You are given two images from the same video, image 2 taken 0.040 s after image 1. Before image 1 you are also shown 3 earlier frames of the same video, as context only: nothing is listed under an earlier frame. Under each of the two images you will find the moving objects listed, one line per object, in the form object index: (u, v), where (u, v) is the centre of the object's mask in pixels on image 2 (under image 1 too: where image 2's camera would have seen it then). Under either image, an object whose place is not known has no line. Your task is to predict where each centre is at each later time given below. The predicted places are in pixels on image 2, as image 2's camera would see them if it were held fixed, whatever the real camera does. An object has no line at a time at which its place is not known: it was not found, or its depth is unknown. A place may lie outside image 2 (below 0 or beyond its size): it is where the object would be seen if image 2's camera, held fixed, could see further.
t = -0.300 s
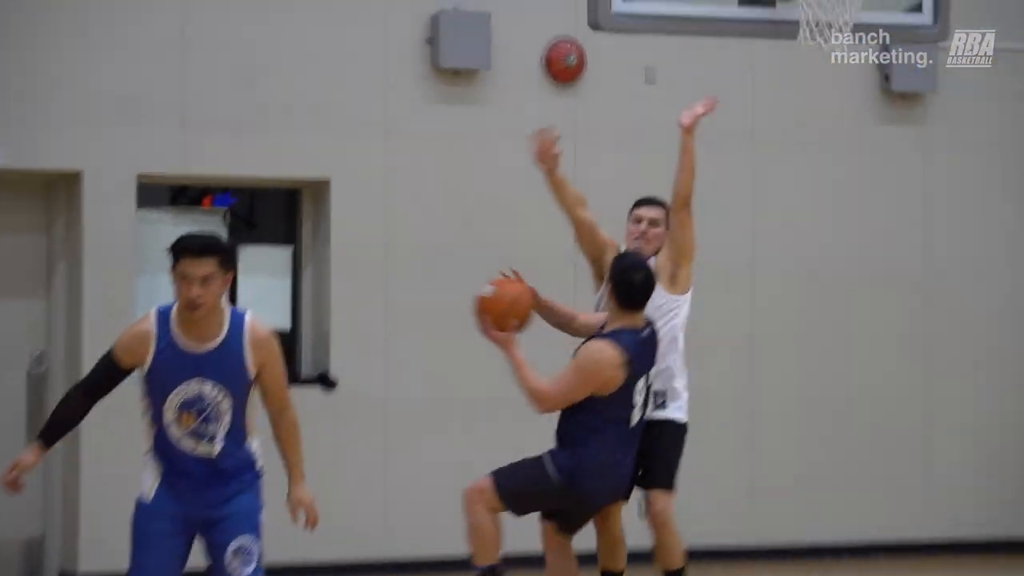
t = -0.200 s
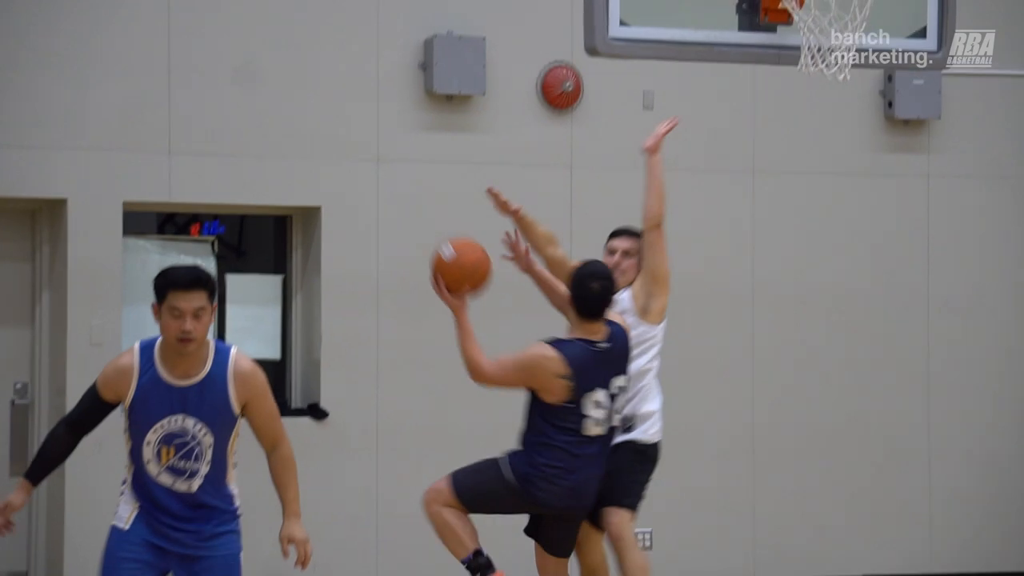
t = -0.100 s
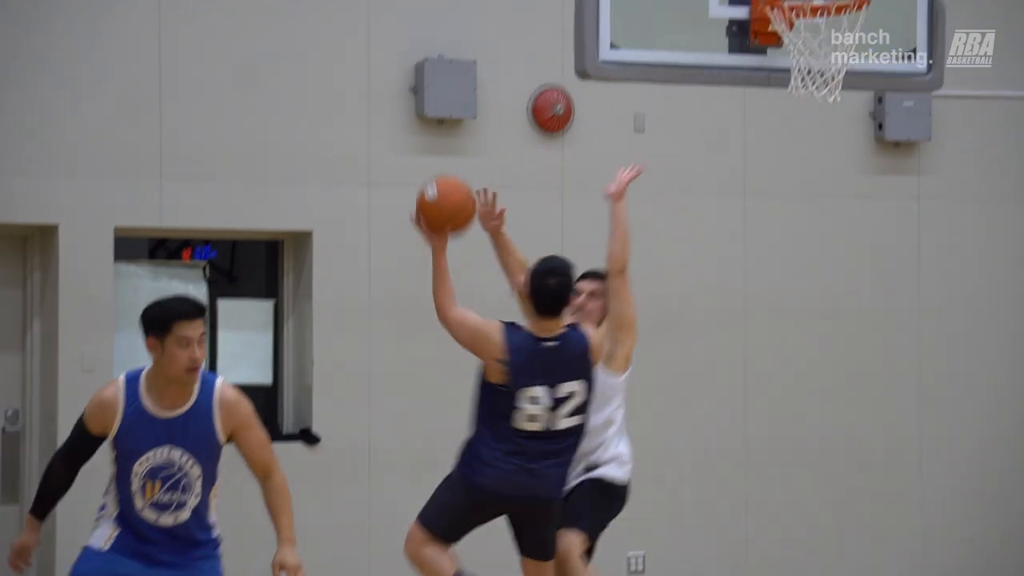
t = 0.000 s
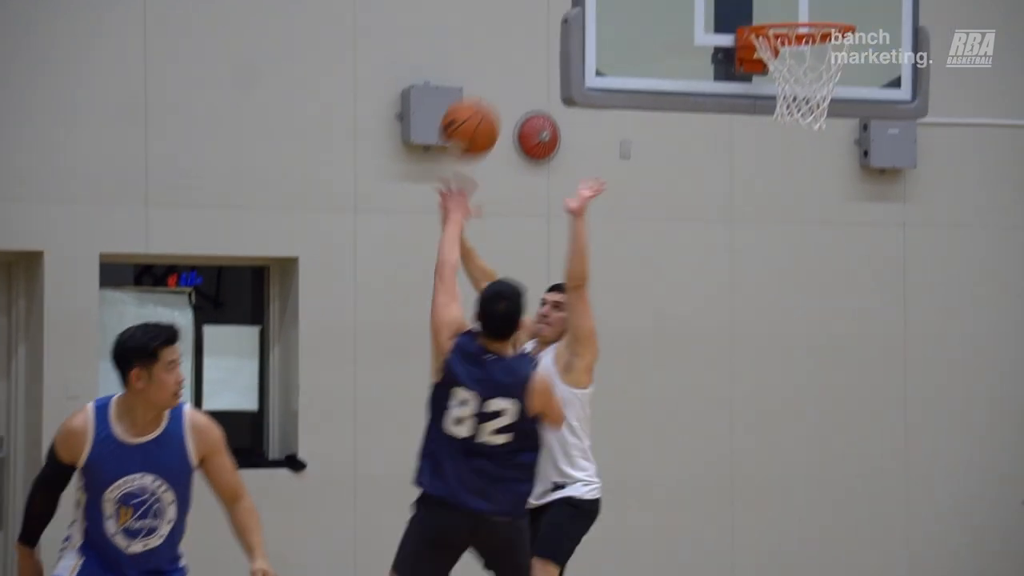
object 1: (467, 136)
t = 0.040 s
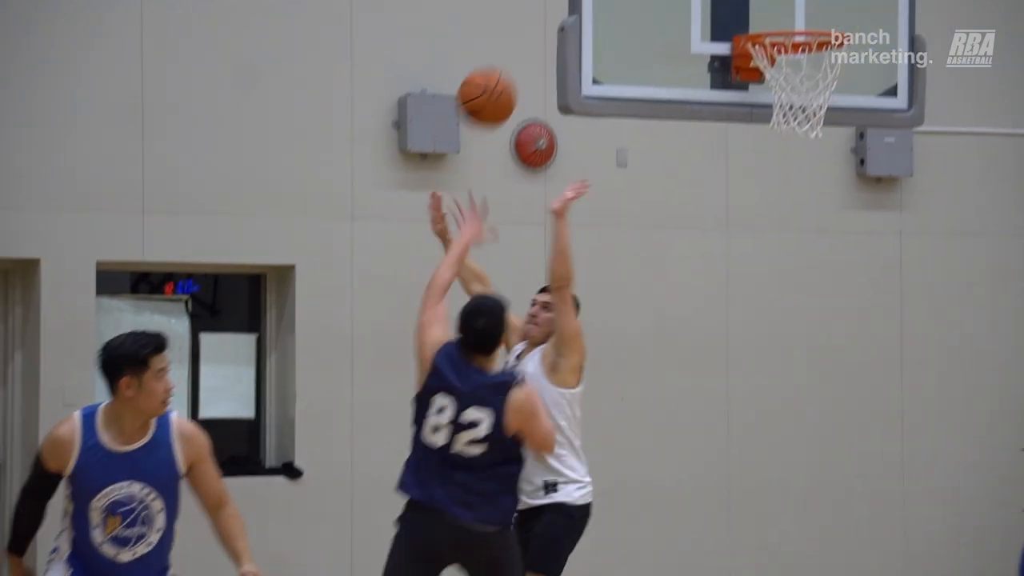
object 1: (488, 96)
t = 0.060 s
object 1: (498, 79)
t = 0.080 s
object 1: (507, 62)
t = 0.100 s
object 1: (517, 47)
